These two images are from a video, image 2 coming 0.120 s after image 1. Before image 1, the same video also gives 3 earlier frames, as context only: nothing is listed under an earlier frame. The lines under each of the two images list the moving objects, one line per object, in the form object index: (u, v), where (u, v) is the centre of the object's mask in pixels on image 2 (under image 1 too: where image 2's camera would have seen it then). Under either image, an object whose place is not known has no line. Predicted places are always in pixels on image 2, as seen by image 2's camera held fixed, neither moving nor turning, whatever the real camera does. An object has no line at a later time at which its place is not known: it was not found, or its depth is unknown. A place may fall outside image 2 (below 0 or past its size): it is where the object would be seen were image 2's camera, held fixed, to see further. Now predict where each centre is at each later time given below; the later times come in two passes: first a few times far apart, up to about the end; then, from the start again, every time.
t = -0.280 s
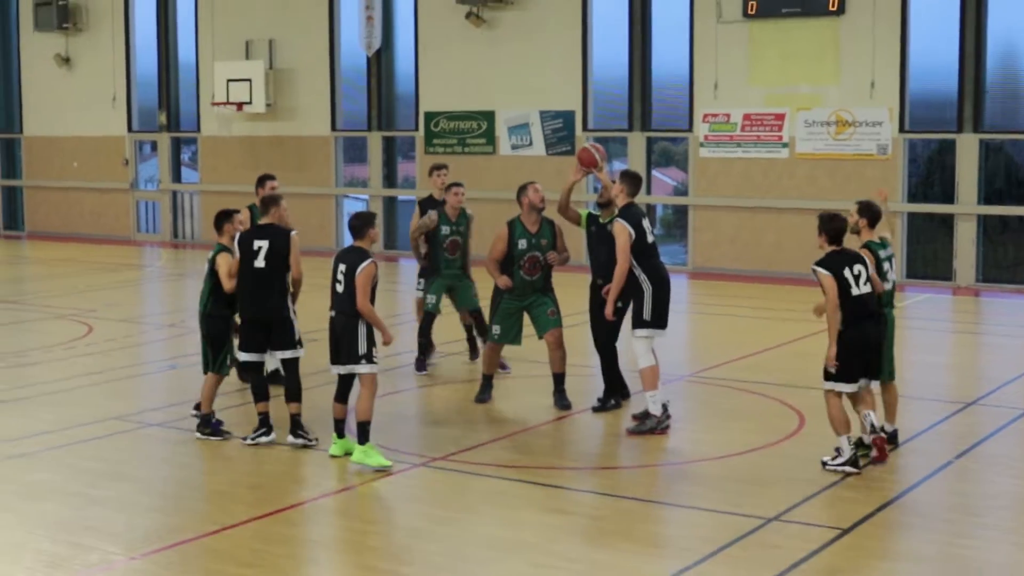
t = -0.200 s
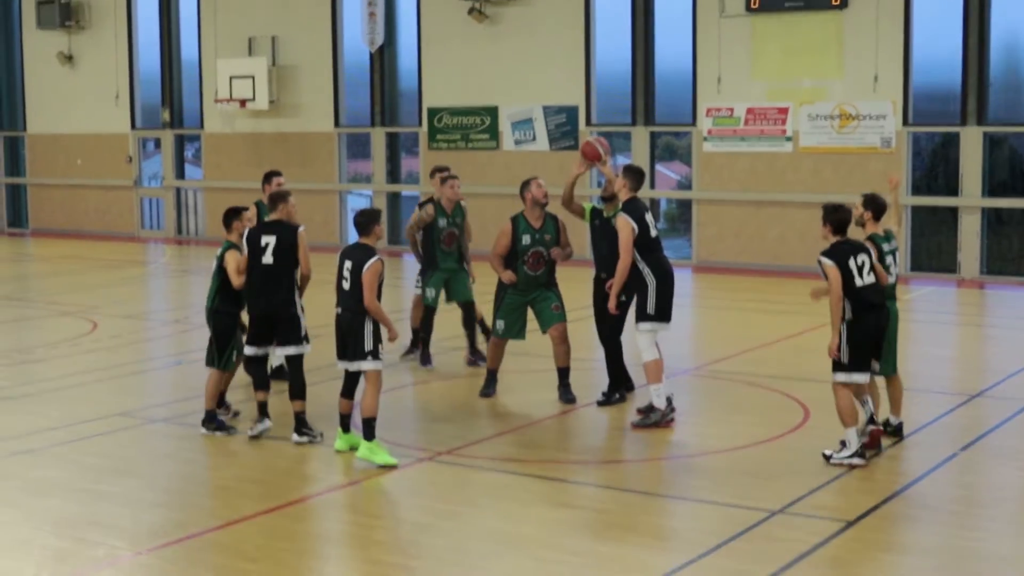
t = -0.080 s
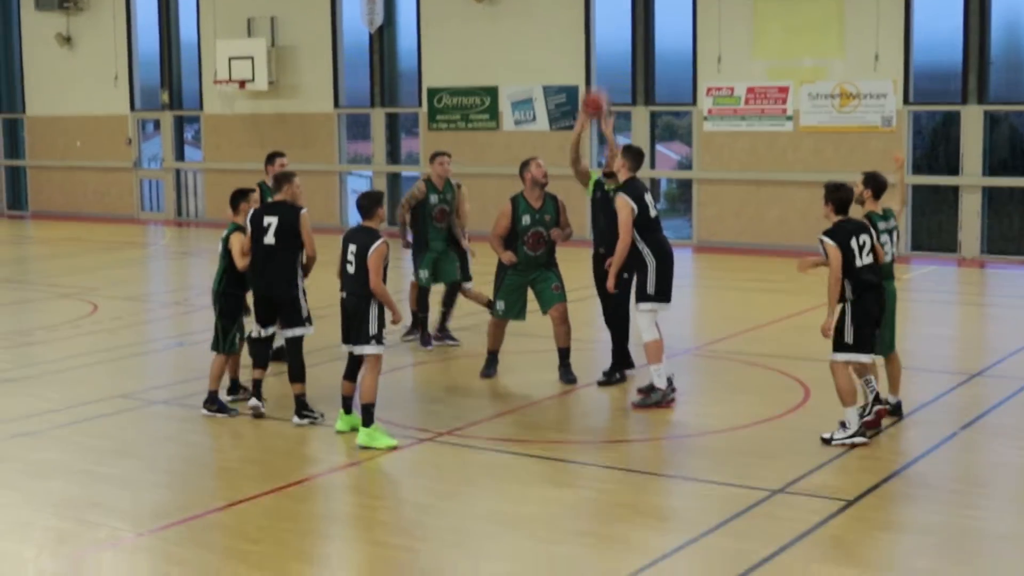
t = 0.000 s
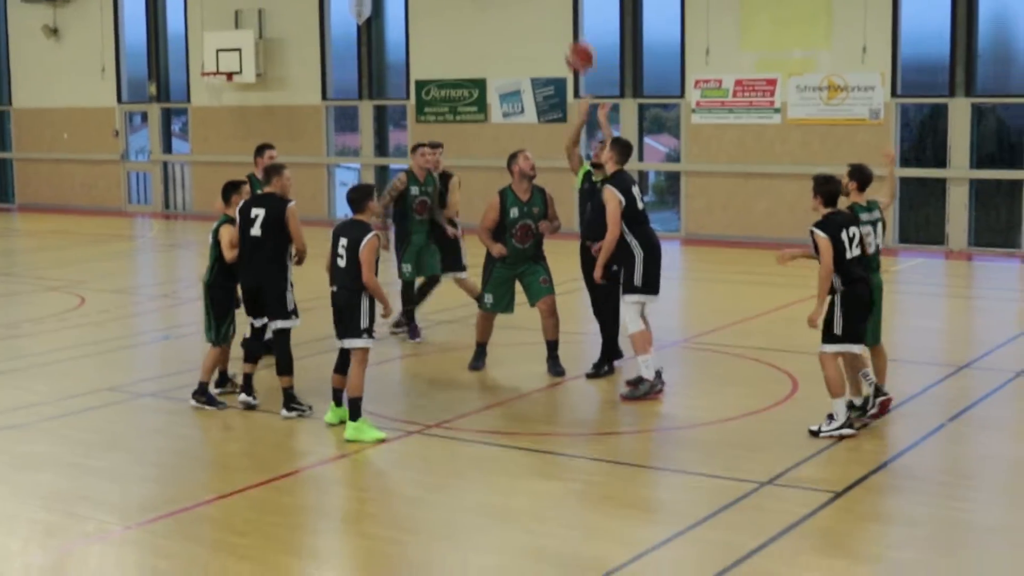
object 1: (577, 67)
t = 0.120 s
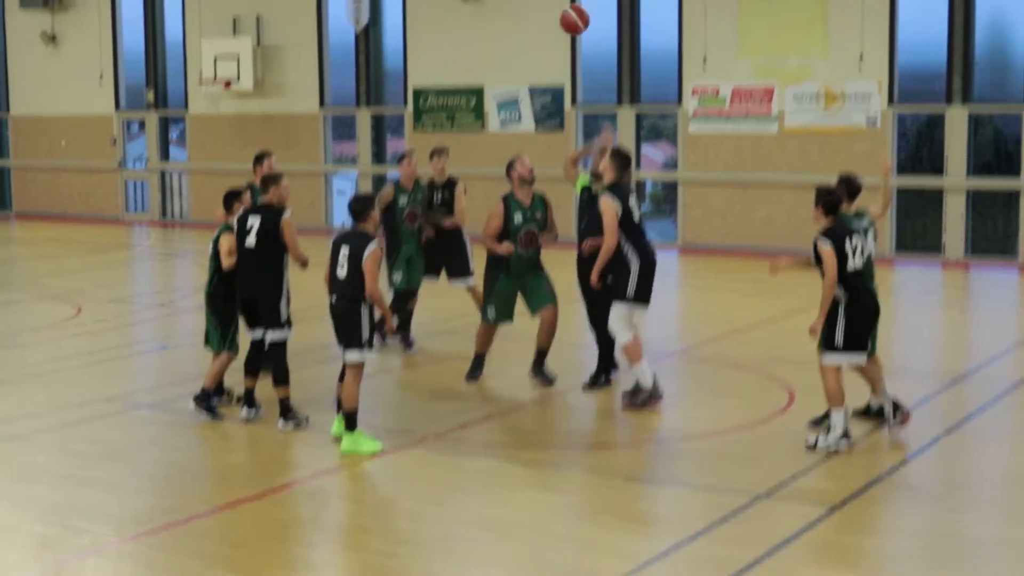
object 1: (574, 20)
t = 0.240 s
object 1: (570, -8)
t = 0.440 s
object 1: (566, -13)
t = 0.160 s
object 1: (573, 8)
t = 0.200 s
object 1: (572, 0)
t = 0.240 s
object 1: (570, -8)
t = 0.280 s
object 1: (569, -13)
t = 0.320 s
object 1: (568, -16)
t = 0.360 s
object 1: (567, -17)
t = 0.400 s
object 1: (566, -16)
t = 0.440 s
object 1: (566, -13)
